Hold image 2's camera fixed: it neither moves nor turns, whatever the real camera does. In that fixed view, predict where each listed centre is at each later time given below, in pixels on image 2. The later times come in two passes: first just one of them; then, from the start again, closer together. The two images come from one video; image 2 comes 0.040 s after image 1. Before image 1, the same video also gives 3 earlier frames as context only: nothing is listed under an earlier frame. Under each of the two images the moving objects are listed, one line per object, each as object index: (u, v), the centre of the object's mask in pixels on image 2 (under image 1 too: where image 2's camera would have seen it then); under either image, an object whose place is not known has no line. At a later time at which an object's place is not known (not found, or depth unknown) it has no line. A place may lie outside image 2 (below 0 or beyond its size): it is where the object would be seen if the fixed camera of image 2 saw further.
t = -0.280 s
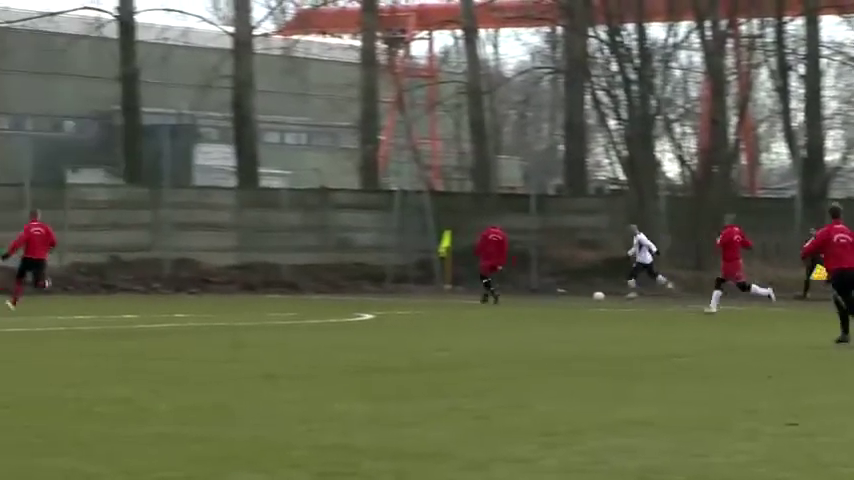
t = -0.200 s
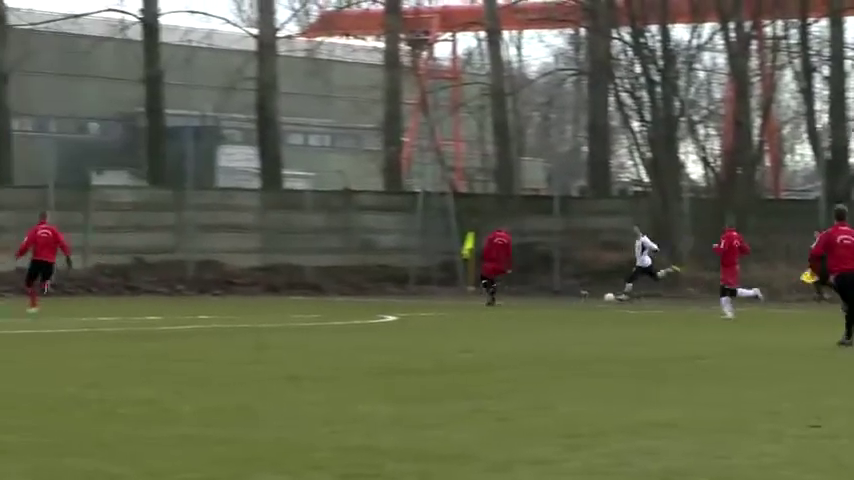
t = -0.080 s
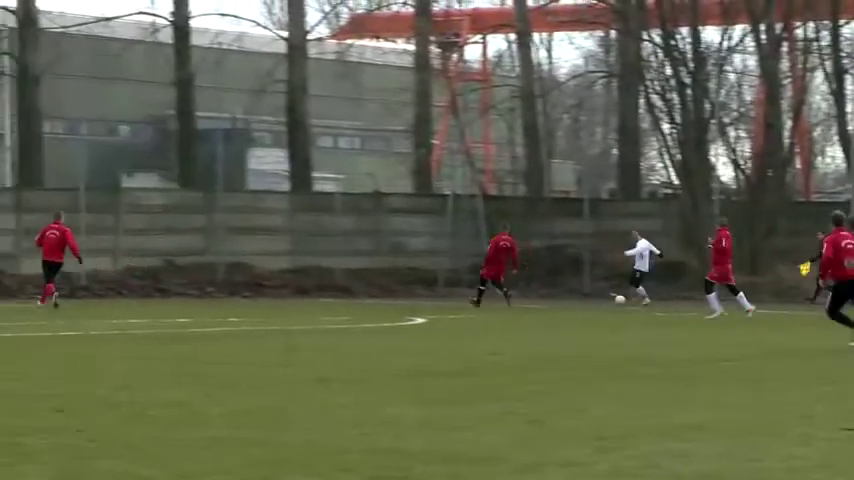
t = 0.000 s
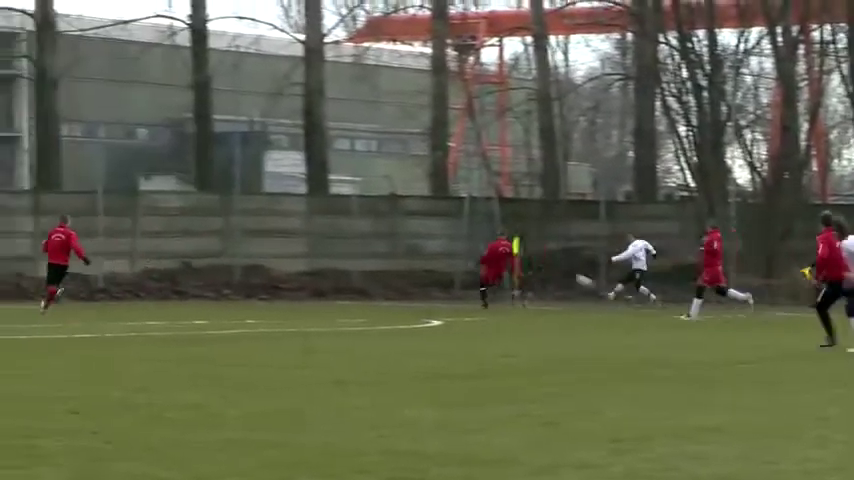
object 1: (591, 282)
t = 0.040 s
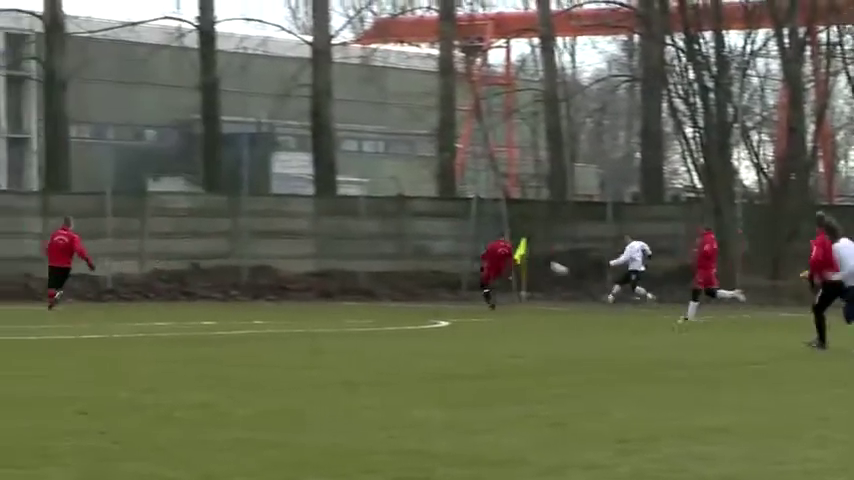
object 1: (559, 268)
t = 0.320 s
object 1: (350, 195)
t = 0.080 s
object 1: (530, 257)
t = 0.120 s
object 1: (500, 244)
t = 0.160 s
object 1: (466, 233)
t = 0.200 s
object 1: (438, 222)
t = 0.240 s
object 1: (408, 212)
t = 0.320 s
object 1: (350, 195)
